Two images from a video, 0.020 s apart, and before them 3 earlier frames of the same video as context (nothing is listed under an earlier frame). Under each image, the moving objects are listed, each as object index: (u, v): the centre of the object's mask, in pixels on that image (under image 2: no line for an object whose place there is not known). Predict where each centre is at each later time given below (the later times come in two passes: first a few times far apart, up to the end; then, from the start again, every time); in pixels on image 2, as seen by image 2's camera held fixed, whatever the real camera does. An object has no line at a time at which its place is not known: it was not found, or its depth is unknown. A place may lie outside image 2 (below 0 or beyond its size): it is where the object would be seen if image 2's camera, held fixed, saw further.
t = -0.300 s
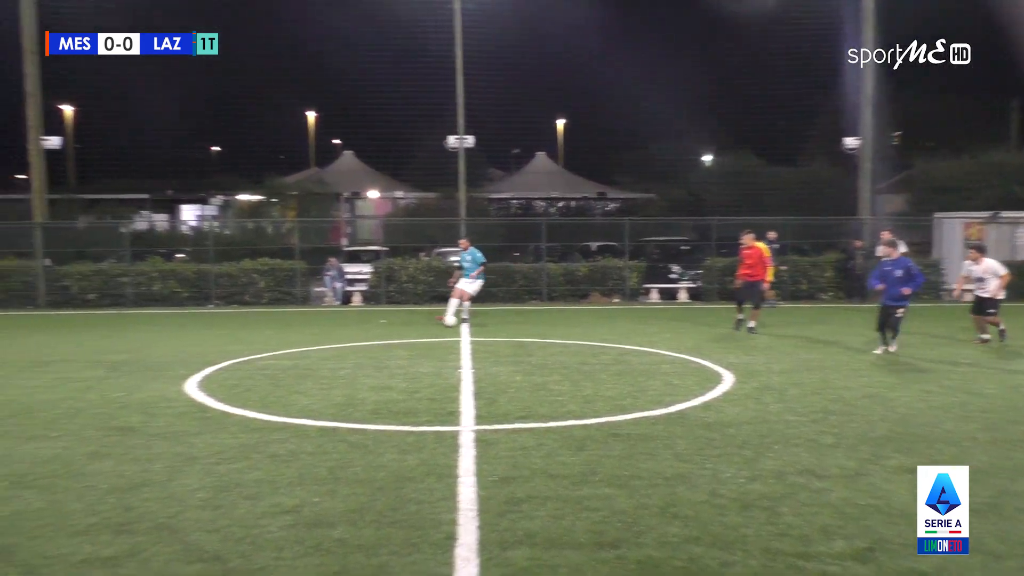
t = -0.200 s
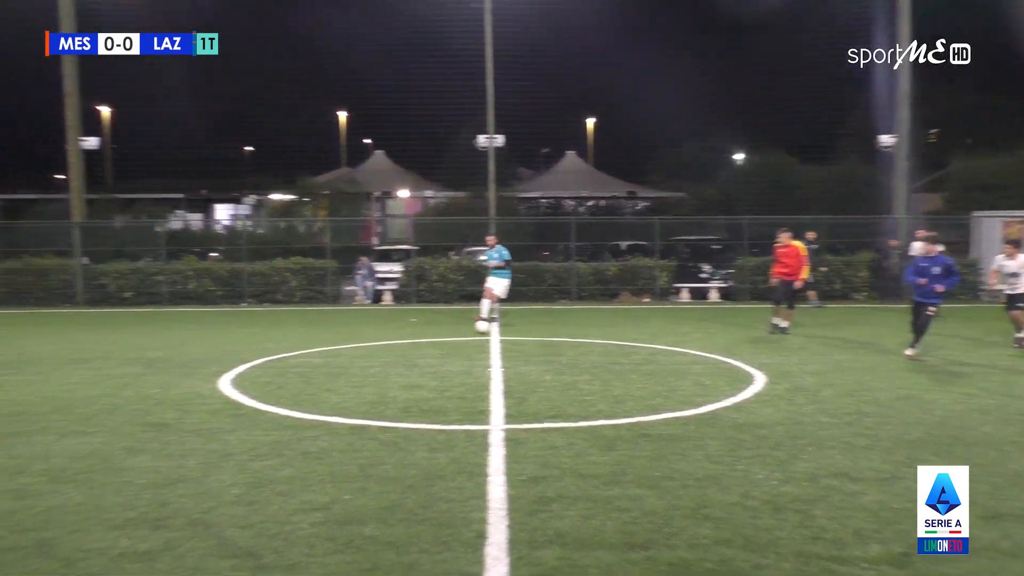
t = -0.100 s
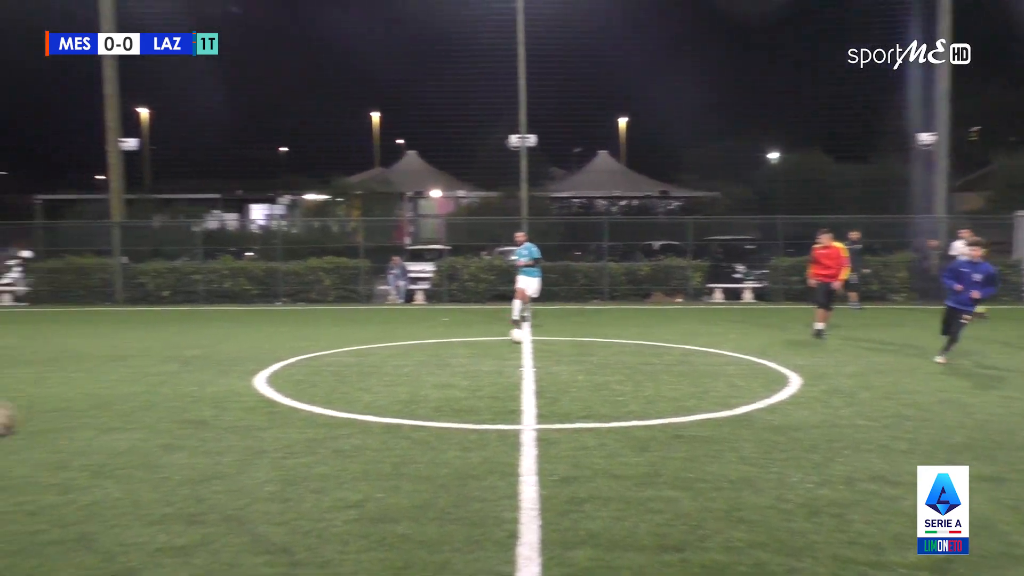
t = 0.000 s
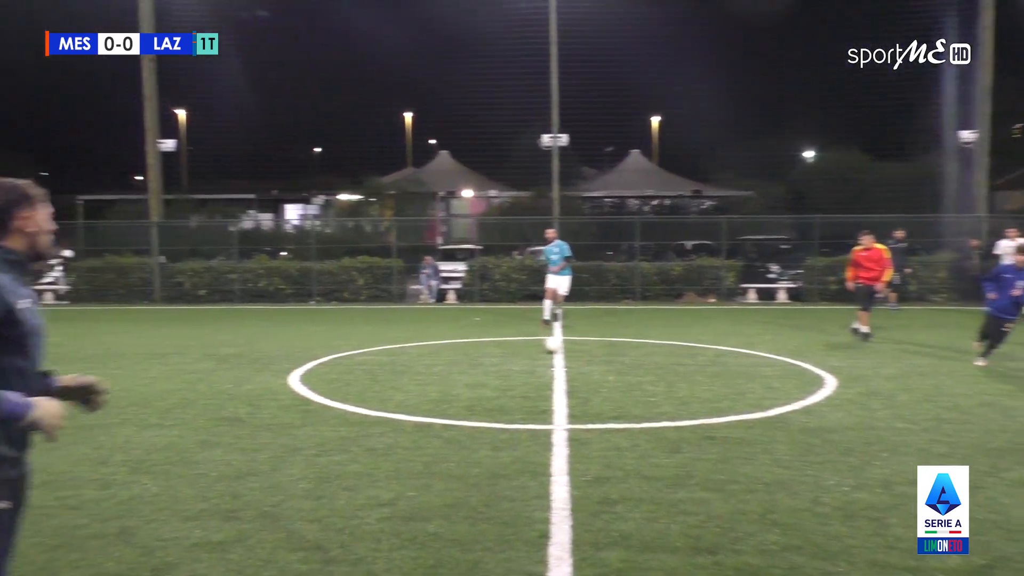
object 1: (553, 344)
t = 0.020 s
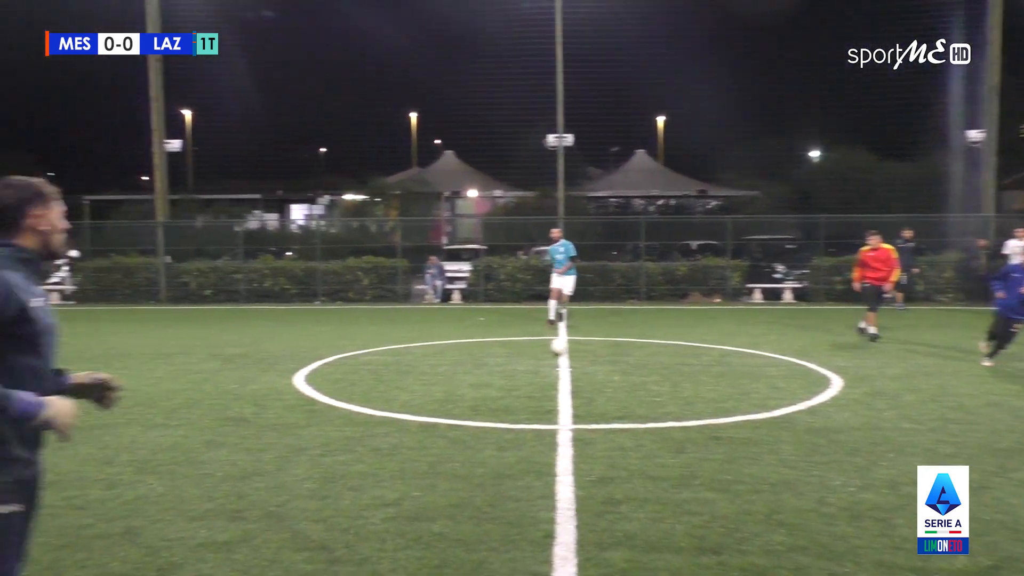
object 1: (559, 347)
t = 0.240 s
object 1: (572, 378)
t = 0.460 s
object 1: (593, 418)
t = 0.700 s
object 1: (632, 497)
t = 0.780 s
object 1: (647, 531)
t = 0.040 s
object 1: (560, 349)
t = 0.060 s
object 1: (561, 351)
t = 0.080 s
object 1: (561, 354)
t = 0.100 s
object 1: (562, 358)
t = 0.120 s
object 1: (563, 361)
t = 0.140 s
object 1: (564, 363)
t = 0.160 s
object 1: (566, 365)
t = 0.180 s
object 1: (568, 367)
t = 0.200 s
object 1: (568, 370)
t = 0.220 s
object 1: (570, 374)
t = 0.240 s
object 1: (572, 378)
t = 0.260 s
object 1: (573, 380)
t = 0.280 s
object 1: (575, 383)
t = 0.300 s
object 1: (577, 385)
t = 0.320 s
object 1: (578, 389)
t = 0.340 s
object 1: (581, 394)
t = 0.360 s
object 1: (582, 398)
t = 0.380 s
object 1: (584, 403)
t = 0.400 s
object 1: (586, 408)
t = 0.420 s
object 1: (589, 412)
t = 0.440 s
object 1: (591, 415)
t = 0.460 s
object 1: (593, 418)
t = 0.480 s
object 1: (596, 422)
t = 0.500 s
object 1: (598, 428)
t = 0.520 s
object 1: (601, 435)
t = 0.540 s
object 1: (603, 442)
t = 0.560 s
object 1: (606, 449)
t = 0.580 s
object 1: (609, 454)
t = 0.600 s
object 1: (612, 459)
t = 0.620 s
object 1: (615, 464)
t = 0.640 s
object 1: (619, 469)
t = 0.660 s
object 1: (622, 476)
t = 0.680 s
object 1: (626, 486)
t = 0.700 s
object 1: (632, 497)
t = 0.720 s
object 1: (637, 508)
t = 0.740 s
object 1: (639, 518)
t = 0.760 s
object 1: (644, 524)
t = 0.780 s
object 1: (647, 531)
